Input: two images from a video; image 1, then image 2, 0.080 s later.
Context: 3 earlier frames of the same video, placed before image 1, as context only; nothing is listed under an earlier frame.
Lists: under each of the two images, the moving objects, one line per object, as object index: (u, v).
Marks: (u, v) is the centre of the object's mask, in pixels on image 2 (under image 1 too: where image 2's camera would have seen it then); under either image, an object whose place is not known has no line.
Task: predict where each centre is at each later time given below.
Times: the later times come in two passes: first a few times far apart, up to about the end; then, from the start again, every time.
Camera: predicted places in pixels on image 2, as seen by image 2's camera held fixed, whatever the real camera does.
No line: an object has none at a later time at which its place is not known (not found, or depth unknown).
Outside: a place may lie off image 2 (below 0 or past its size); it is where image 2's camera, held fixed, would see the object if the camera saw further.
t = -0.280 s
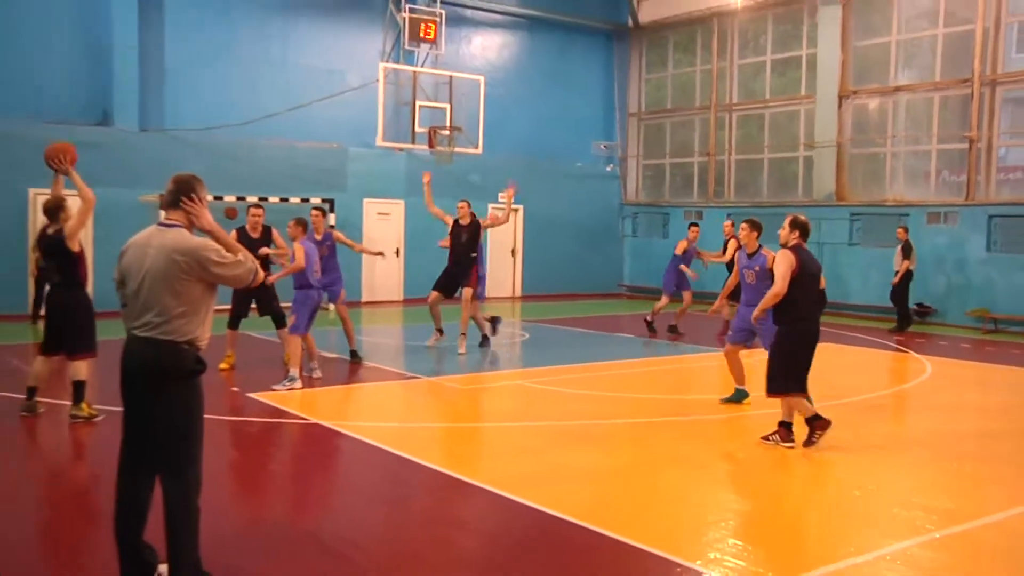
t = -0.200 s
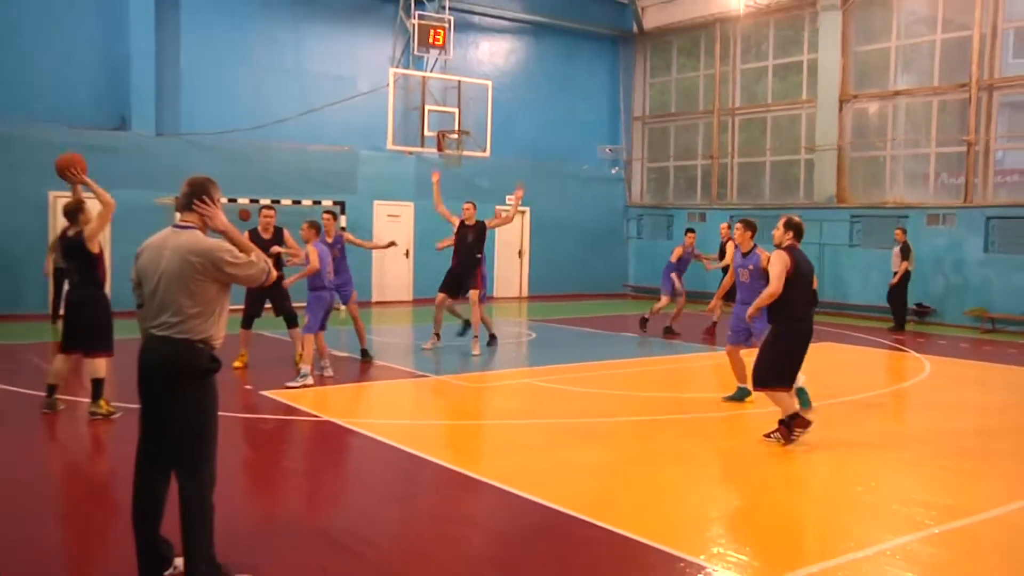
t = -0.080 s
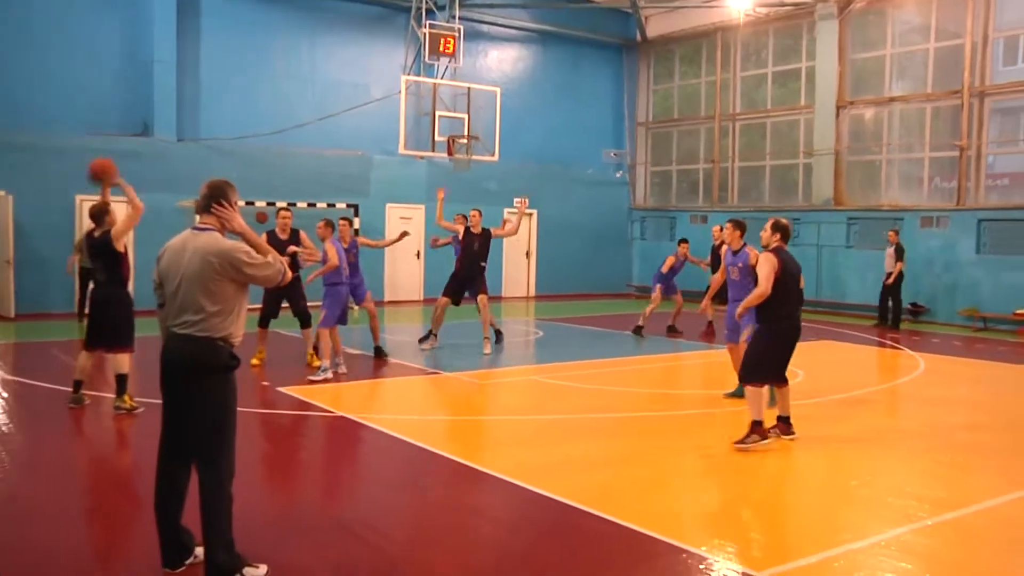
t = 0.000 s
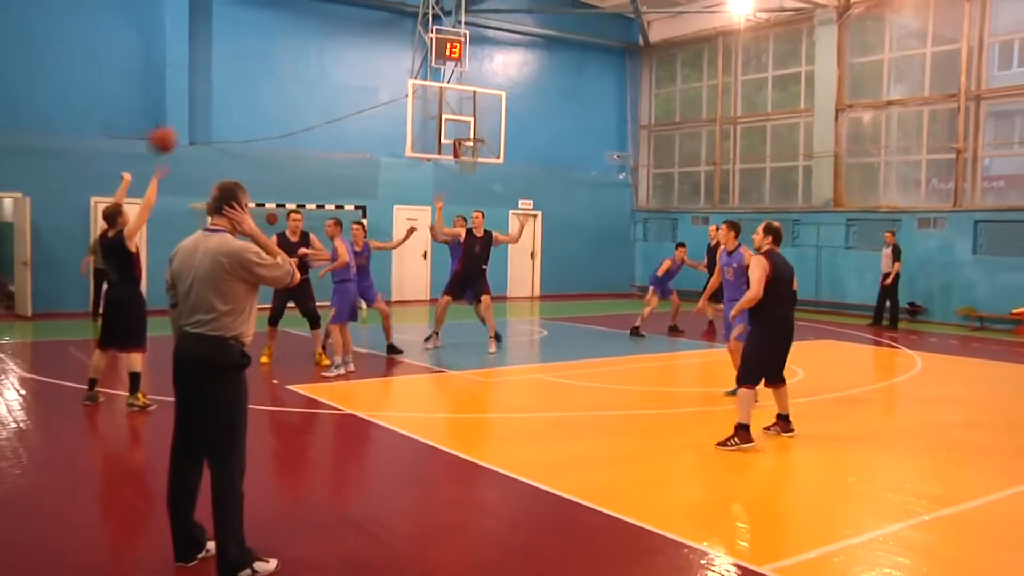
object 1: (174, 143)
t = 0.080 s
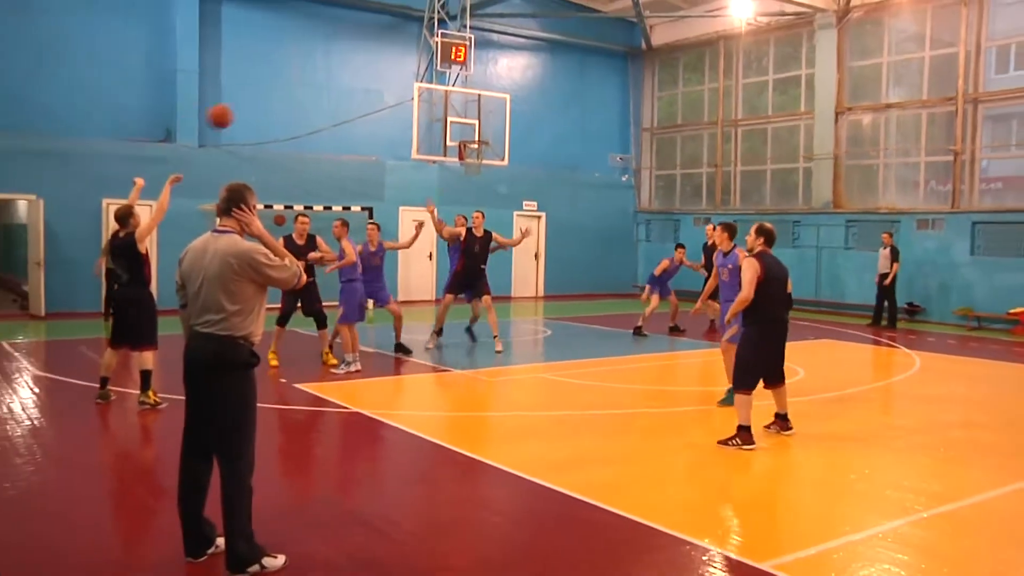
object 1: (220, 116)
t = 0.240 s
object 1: (302, 90)
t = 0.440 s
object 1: (387, 94)
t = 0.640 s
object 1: (452, 128)
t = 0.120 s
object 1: (241, 106)
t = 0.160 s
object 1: (262, 99)
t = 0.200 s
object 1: (283, 93)
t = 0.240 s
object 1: (302, 90)
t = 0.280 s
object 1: (321, 88)
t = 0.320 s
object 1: (339, 87)
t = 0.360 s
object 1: (356, 88)
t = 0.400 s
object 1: (372, 91)
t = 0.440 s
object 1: (387, 94)
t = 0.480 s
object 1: (400, 98)
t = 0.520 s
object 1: (415, 104)
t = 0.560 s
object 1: (427, 111)
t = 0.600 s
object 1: (440, 119)
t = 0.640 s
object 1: (452, 128)
